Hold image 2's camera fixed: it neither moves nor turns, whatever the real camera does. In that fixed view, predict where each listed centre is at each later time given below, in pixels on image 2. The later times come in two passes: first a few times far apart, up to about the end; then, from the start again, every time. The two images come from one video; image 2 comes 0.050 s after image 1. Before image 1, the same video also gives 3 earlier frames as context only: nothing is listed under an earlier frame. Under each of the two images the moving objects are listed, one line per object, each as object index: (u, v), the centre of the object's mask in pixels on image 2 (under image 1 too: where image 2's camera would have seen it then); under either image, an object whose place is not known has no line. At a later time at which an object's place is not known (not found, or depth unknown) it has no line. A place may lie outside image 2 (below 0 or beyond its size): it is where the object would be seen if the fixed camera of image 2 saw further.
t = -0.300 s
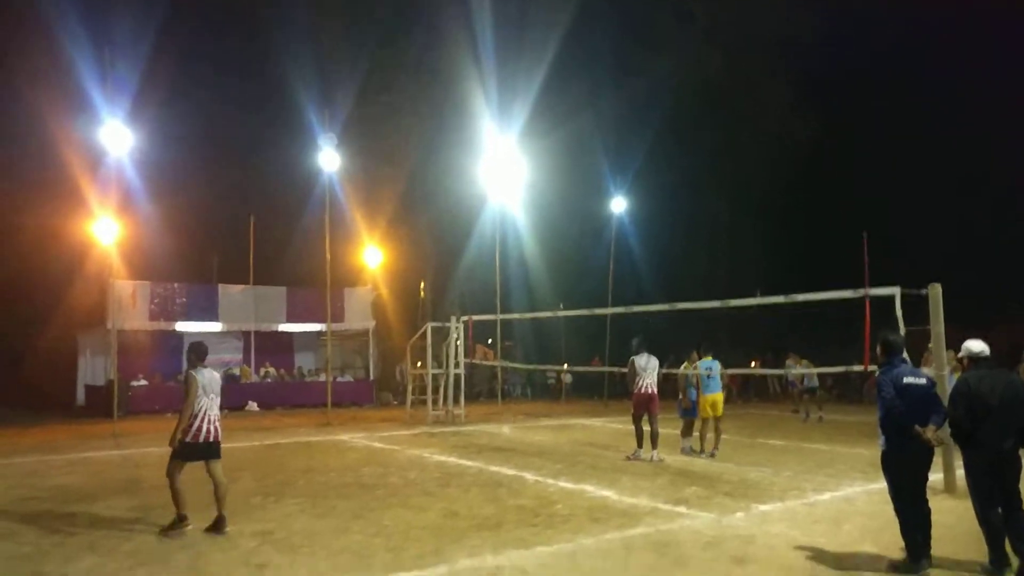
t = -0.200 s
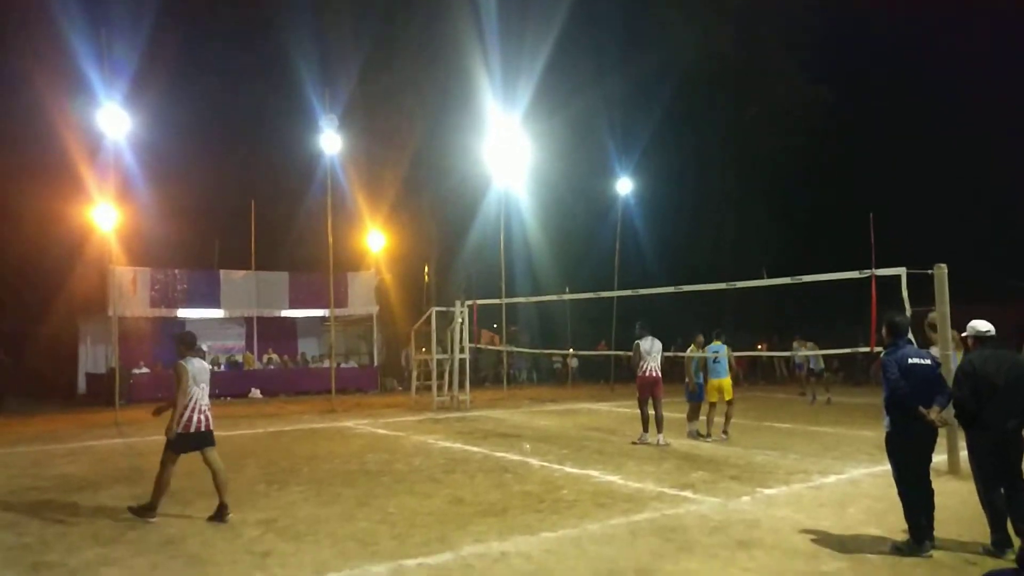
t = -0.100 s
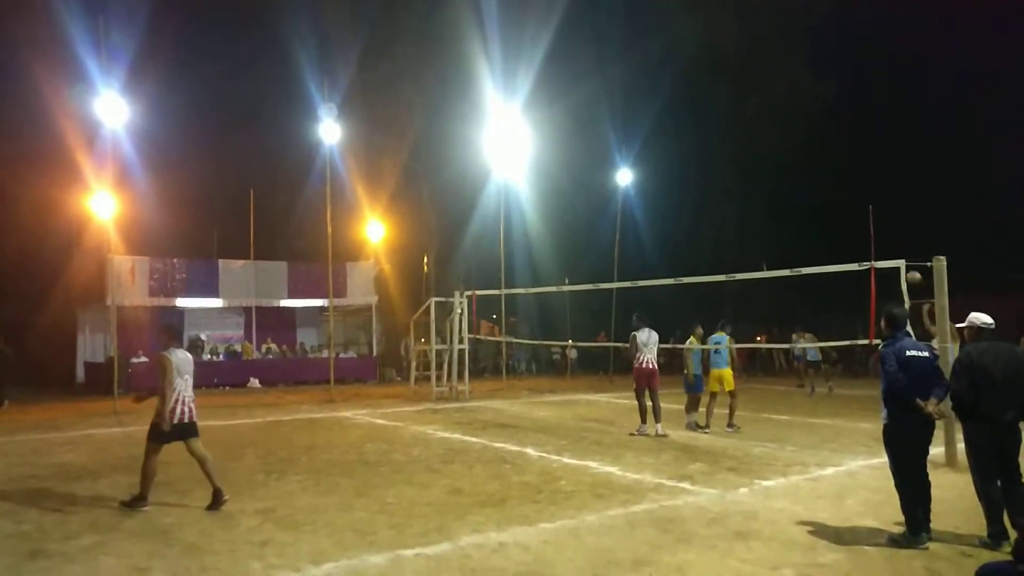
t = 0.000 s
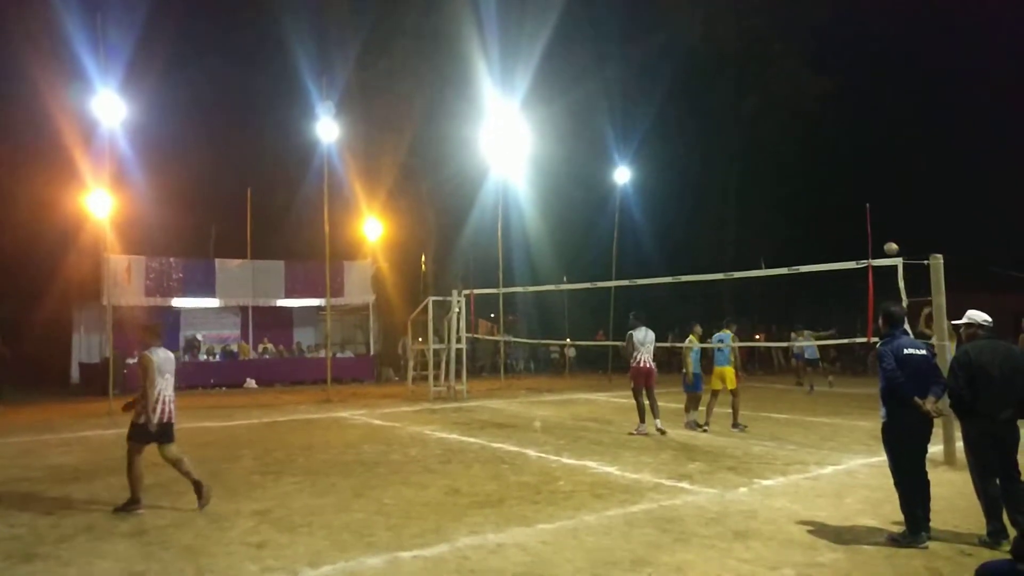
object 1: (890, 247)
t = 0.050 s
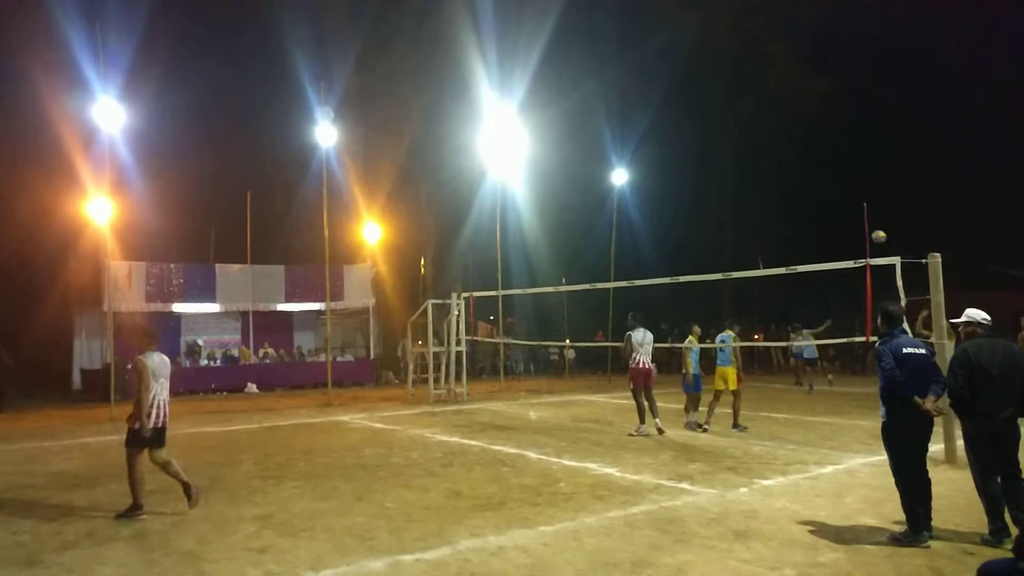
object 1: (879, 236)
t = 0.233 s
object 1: (841, 207)
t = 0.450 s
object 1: (803, 198)
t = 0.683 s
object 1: (760, 219)
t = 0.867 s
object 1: (726, 259)
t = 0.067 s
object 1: (875, 233)
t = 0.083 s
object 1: (871, 230)
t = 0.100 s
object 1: (868, 227)
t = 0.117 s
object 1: (865, 224)
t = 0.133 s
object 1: (861, 221)
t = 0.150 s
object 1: (858, 218)
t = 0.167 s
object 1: (854, 216)
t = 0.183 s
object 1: (851, 213)
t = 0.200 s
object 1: (847, 211)
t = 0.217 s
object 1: (844, 209)
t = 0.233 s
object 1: (841, 207)
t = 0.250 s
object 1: (838, 206)
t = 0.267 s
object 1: (835, 204)
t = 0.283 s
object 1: (832, 203)
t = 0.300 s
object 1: (829, 201)
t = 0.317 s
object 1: (826, 201)
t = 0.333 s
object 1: (824, 200)
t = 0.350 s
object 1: (820, 199)
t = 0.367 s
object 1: (818, 199)
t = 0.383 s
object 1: (815, 198)
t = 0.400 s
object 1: (812, 198)
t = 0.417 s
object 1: (809, 198)
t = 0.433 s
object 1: (806, 198)
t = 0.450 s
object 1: (803, 198)
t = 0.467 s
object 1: (800, 199)
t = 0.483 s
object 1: (797, 199)
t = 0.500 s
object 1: (793, 200)
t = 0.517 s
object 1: (791, 201)
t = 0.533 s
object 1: (787, 202)
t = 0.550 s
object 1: (785, 203)
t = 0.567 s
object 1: (782, 204)
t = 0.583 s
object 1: (778, 206)
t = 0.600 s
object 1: (775, 208)
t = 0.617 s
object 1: (772, 210)
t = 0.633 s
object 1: (769, 212)
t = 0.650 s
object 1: (766, 214)
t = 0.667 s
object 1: (763, 217)
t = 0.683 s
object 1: (760, 219)
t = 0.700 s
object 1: (757, 222)
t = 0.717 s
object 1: (754, 225)
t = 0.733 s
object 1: (750, 228)
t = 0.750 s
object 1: (747, 231)
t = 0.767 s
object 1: (744, 234)
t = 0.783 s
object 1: (741, 238)
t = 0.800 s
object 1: (738, 242)
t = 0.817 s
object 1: (735, 246)
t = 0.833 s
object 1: (732, 250)
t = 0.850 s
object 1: (729, 254)
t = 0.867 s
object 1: (726, 259)
